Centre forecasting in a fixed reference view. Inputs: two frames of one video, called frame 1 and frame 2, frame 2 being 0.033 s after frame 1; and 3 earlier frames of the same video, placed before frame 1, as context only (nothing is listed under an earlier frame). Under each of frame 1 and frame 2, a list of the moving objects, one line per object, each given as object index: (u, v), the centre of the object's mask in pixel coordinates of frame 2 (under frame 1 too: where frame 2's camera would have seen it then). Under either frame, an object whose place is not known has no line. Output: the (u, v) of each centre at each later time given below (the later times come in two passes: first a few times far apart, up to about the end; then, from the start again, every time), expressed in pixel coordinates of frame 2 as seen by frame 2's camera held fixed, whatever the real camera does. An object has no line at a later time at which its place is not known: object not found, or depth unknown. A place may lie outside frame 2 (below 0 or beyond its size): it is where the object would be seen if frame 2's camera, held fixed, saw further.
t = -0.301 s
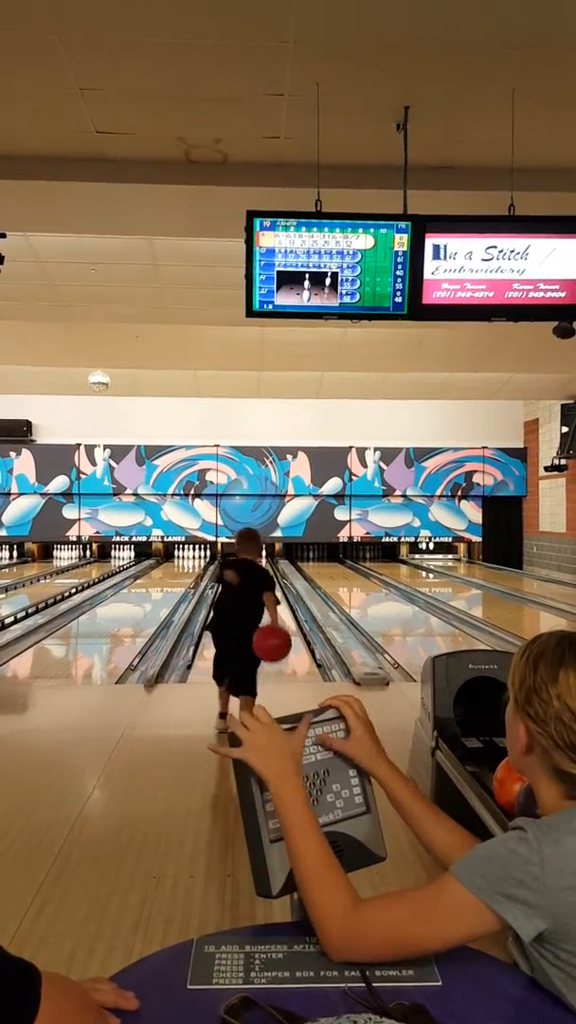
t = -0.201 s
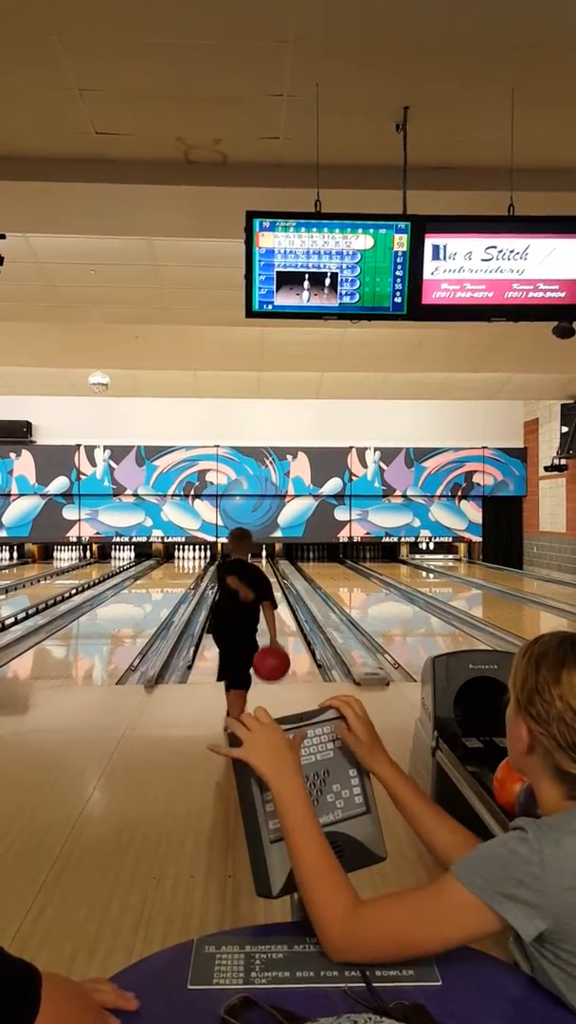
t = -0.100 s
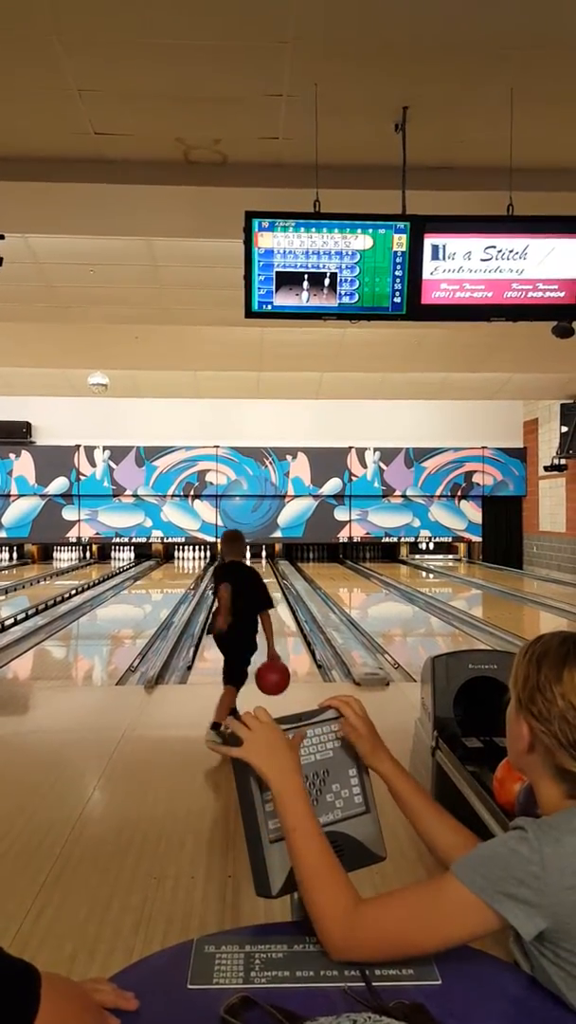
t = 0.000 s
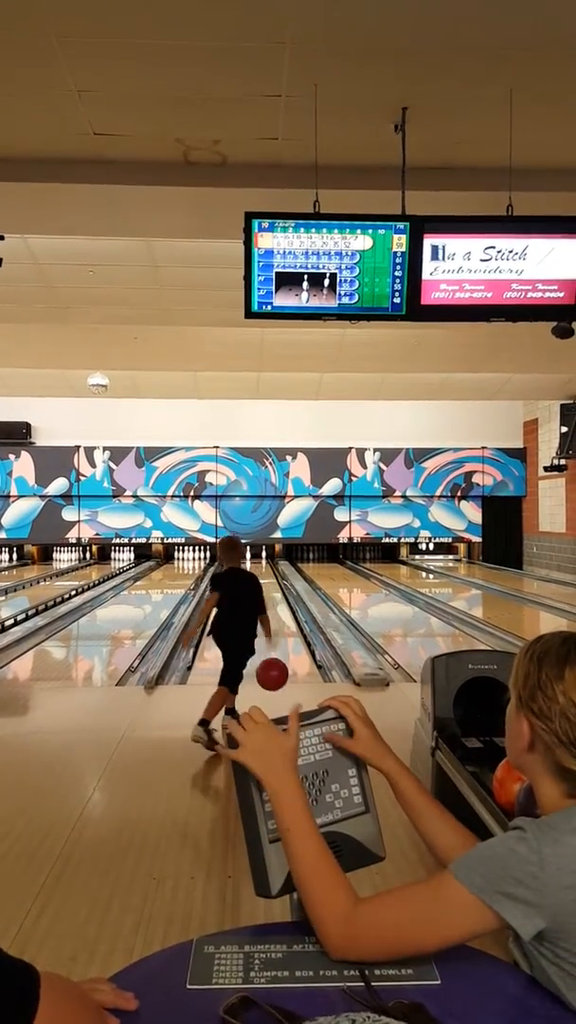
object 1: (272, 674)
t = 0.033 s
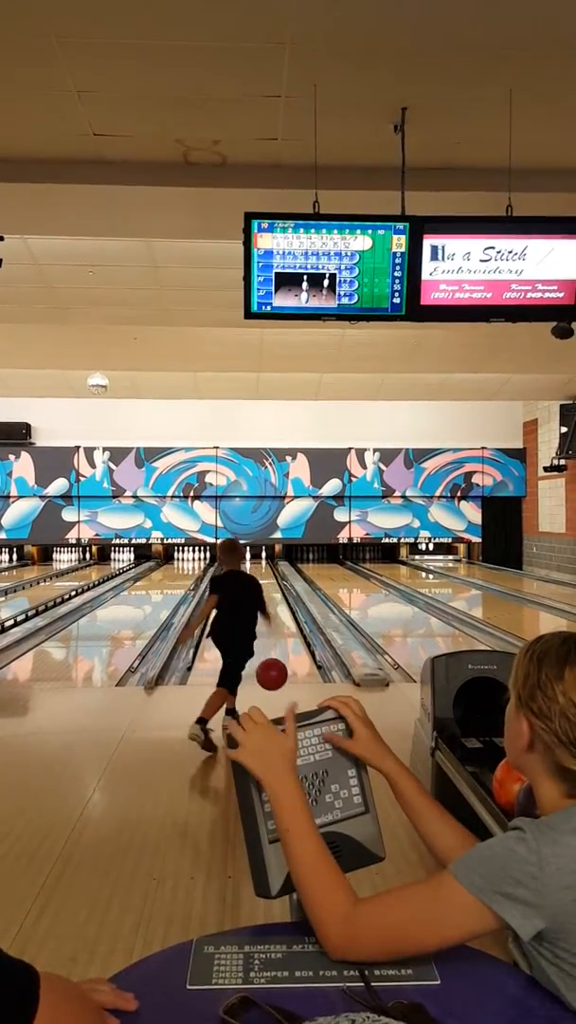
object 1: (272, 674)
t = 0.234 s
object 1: (269, 666)
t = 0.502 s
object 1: (268, 646)
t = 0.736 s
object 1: (266, 632)
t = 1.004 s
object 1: (265, 619)
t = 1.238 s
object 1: (264, 610)
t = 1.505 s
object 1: (263, 601)
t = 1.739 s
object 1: (262, 595)
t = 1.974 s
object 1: (261, 590)
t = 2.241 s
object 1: (260, 585)
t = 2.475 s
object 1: (259, 580)
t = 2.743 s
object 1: (258, 577)
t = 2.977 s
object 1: (257, 574)
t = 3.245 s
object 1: (256, 571)
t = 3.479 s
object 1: (256, 568)
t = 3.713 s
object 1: (254, 567)
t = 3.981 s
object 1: (254, 565)
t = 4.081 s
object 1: (253, 564)
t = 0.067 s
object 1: (271, 675)
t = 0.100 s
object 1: (271, 678)
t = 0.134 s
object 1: (271, 678)
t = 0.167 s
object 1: (270, 673)
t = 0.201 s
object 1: (270, 668)
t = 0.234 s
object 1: (269, 666)
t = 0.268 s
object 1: (269, 665)
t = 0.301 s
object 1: (269, 662)
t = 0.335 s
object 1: (269, 659)
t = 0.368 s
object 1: (269, 656)
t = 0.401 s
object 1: (268, 654)
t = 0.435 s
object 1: (268, 651)
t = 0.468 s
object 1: (268, 649)
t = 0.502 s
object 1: (268, 646)
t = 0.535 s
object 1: (267, 644)
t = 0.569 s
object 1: (267, 642)
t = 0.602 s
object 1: (267, 640)
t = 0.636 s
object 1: (267, 638)
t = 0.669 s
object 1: (267, 635)
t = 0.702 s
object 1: (266, 634)
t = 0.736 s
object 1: (266, 632)
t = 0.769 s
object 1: (266, 630)
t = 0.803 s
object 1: (266, 628)
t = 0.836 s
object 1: (266, 627)
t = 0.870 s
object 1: (266, 625)
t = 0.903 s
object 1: (265, 623)
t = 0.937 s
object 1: (266, 621)
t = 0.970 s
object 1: (265, 620)
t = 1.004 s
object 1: (265, 619)
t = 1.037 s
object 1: (265, 617)
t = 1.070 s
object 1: (265, 616)
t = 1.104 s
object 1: (265, 614)
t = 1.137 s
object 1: (264, 613)
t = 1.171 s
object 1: (264, 612)
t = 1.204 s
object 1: (264, 611)
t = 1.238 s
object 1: (264, 610)
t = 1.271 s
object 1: (264, 608)
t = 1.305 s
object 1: (264, 607)
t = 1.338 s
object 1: (264, 606)
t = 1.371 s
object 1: (263, 605)
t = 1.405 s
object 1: (263, 604)
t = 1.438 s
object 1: (263, 603)
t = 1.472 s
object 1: (263, 602)
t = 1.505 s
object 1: (263, 601)
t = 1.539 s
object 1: (263, 600)
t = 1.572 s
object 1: (262, 599)
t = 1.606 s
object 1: (262, 598)
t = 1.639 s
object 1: (262, 597)
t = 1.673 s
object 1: (262, 597)
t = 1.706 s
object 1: (262, 596)
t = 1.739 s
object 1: (262, 595)
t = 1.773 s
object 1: (262, 594)
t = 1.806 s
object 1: (262, 594)
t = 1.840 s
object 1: (261, 593)
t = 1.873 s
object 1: (261, 592)
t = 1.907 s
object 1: (261, 591)
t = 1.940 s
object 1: (261, 591)
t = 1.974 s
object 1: (261, 590)
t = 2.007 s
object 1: (261, 590)
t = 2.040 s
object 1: (261, 588)
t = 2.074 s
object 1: (260, 588)
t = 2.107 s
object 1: (260, 587)
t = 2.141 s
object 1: (260, 586)
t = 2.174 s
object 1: (260, 586)
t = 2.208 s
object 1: (260, 586)
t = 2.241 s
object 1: (260, 585)
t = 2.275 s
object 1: (260, 585)
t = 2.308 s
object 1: (260, 584)
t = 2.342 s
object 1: (259, 584)
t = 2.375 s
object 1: (259, 583)
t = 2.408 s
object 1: (259, 582)
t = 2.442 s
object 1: (259, 581)
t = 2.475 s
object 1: (259, 580)
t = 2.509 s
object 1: (259, 580)
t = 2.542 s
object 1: (259, 580)
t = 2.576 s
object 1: (259, 579)
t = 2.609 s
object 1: (258, 579)
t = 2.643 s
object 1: (258, 578)
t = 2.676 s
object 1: (258, 578)
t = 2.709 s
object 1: (258, 577)
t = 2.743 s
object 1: (258, 577)
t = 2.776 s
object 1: (258, 577)
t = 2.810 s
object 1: (258, 576)
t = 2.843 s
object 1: (258, 576)
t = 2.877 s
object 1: (258, 576)
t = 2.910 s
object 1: (257, 575)
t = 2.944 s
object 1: (257, 575)
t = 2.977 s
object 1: (257, 574)
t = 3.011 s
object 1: (257, 574)
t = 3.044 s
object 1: (257, 573)
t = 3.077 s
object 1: (257, 573)
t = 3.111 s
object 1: (257, 573)
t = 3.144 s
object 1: (257, 572)
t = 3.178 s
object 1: (256, 572)
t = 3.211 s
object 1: (256, 571)
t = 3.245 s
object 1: (256, 571)
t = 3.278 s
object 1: (256, 570)
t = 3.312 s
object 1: (256, 570)
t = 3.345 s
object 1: (256, 569)
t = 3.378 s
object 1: (256, 569)
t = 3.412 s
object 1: (256, 569)
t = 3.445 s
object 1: (256, 569)
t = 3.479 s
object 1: (256, 568)
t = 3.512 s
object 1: (255, 568)
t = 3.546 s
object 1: (255, 568)
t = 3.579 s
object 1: (255, 568)
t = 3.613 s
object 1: (255, 568)
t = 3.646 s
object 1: (255, 567)
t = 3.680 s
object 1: (254, 567)
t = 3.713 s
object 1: (254, 567)
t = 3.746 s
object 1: (255, 566)
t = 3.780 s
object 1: (254, 566)
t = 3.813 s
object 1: (254, 566)
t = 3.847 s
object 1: (254, 566)
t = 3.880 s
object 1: (254, 565)
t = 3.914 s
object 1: (254, 565)
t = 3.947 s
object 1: (254, 564)
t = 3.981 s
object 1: (254, 565)
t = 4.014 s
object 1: (254, 564)
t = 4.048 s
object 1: (253, 564)
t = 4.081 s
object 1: (253, 564)
